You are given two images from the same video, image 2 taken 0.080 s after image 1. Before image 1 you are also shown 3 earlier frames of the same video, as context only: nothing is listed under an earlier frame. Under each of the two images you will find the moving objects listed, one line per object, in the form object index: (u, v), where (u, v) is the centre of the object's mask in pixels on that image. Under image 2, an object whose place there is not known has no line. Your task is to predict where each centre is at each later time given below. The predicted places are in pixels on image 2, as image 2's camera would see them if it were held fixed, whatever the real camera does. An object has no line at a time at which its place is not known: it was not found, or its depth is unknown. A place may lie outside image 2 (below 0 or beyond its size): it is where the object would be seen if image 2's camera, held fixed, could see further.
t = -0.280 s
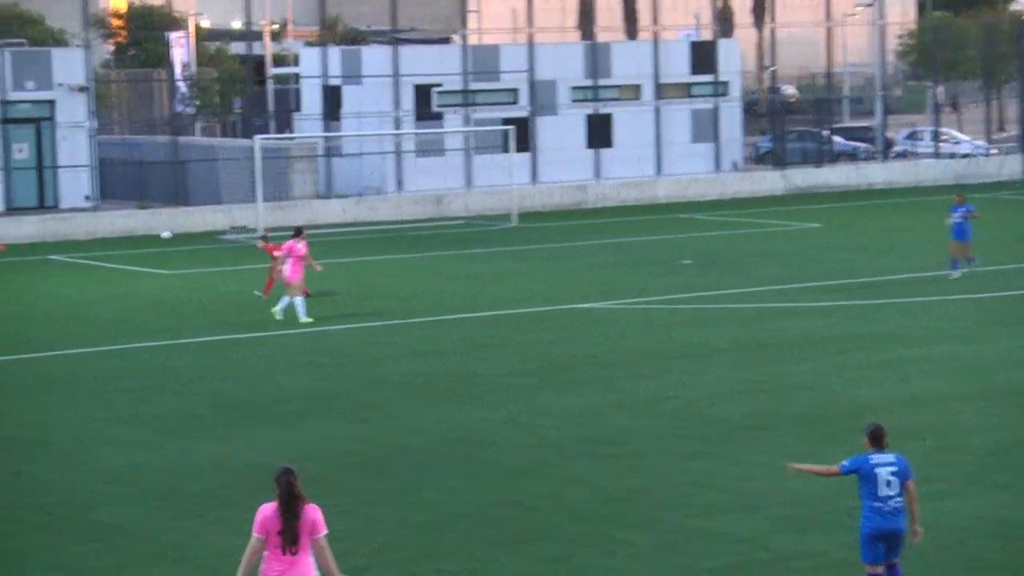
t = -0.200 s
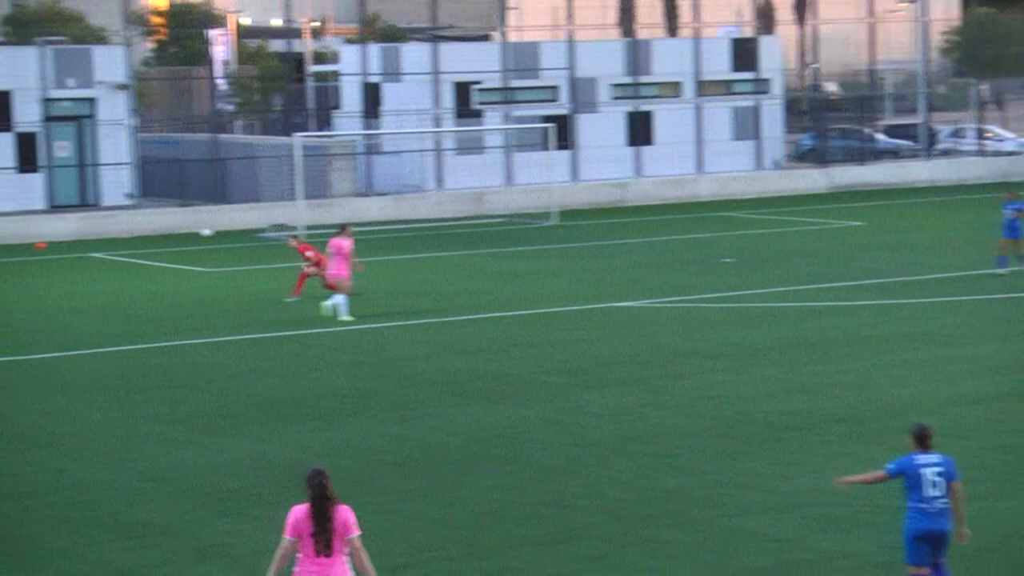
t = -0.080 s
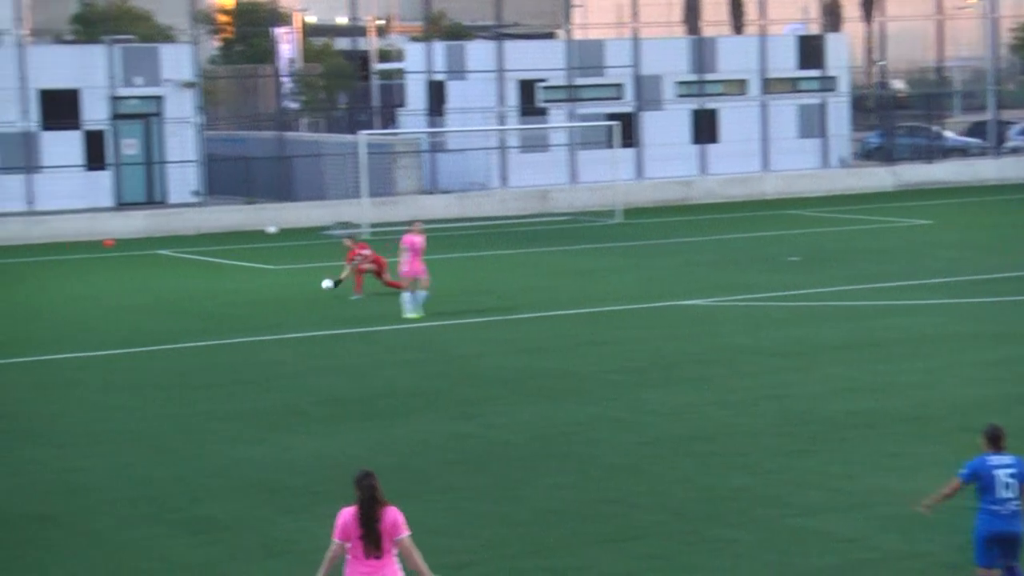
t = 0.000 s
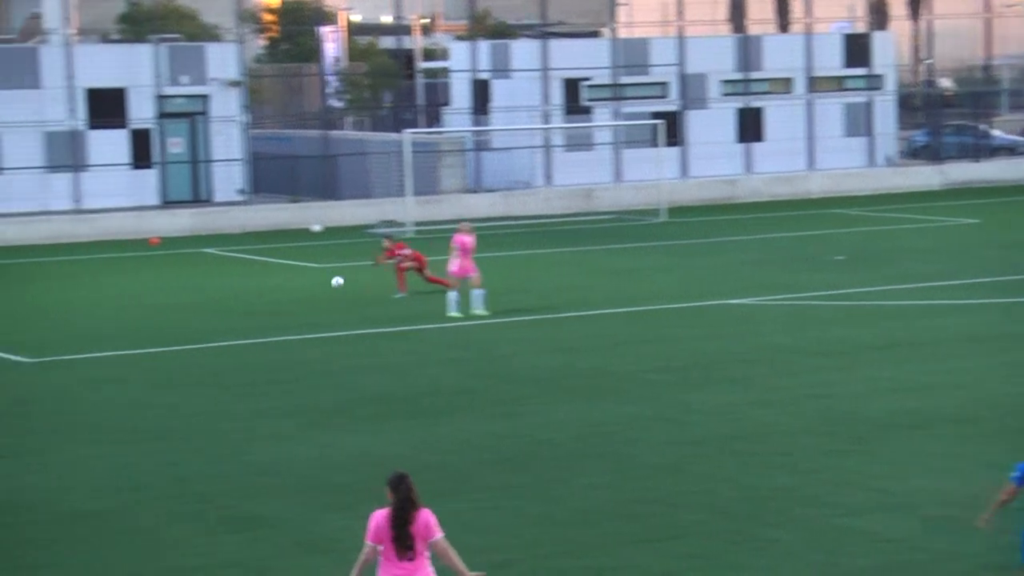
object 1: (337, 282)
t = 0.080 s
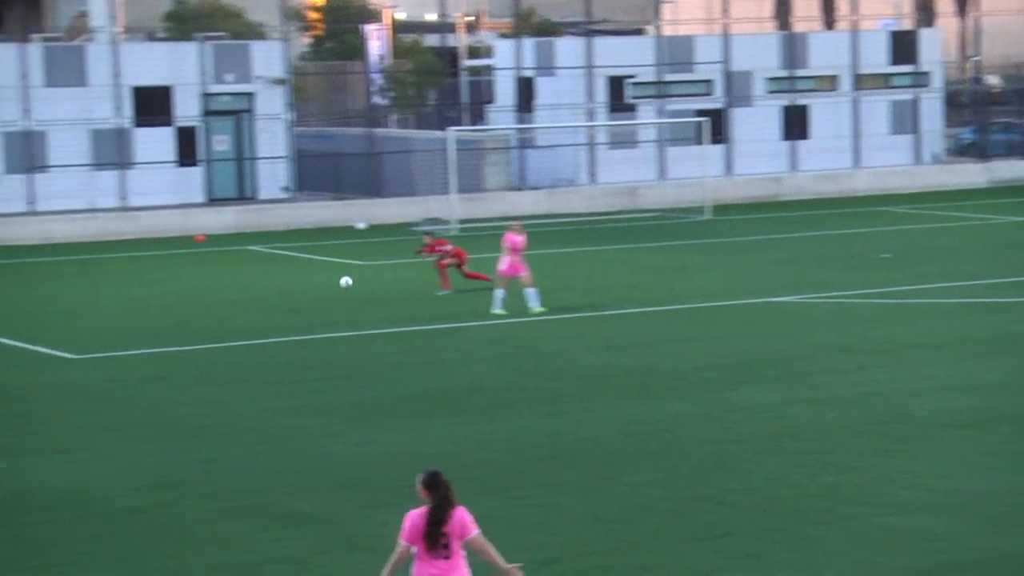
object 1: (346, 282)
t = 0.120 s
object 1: (330, 284)
